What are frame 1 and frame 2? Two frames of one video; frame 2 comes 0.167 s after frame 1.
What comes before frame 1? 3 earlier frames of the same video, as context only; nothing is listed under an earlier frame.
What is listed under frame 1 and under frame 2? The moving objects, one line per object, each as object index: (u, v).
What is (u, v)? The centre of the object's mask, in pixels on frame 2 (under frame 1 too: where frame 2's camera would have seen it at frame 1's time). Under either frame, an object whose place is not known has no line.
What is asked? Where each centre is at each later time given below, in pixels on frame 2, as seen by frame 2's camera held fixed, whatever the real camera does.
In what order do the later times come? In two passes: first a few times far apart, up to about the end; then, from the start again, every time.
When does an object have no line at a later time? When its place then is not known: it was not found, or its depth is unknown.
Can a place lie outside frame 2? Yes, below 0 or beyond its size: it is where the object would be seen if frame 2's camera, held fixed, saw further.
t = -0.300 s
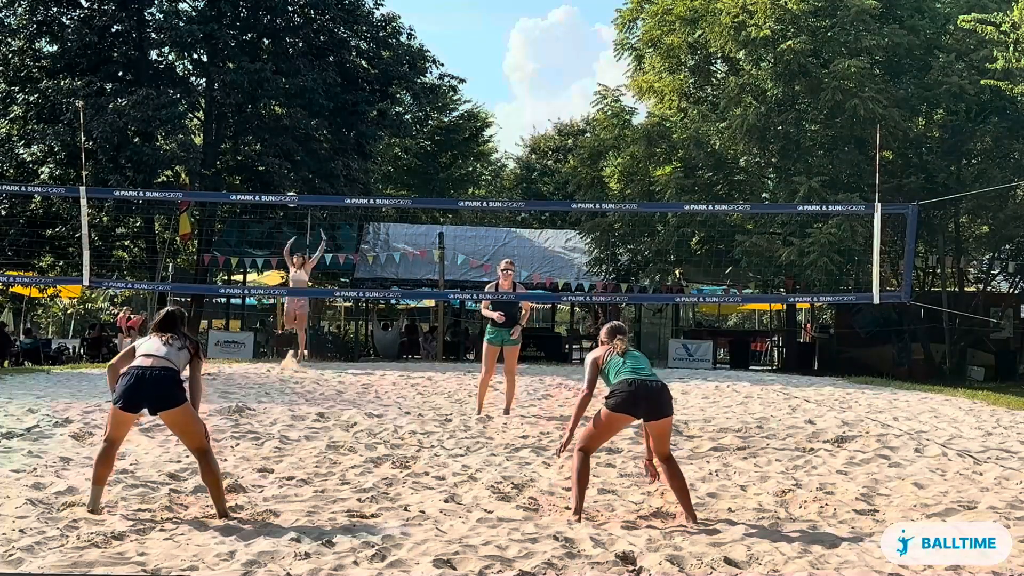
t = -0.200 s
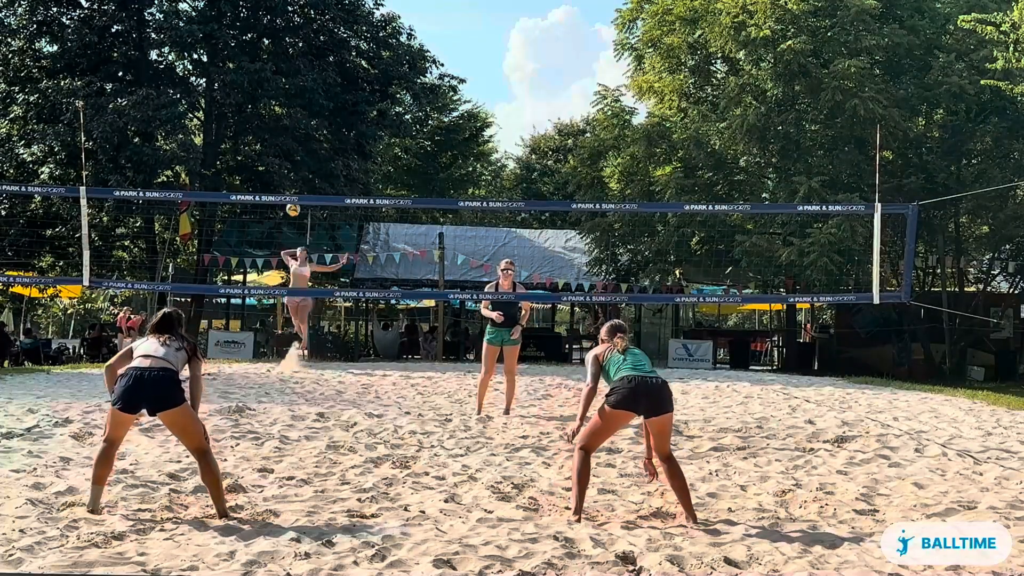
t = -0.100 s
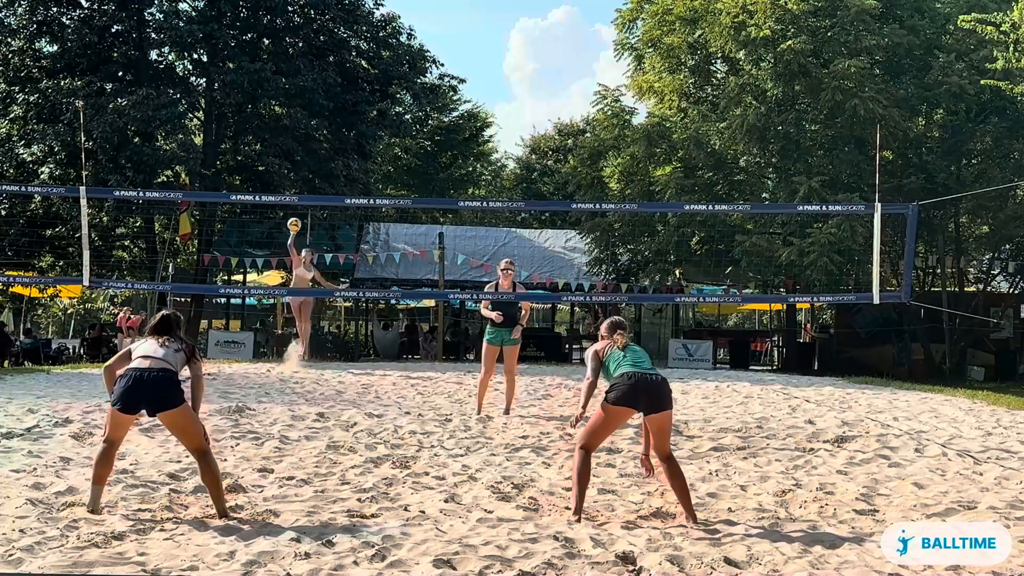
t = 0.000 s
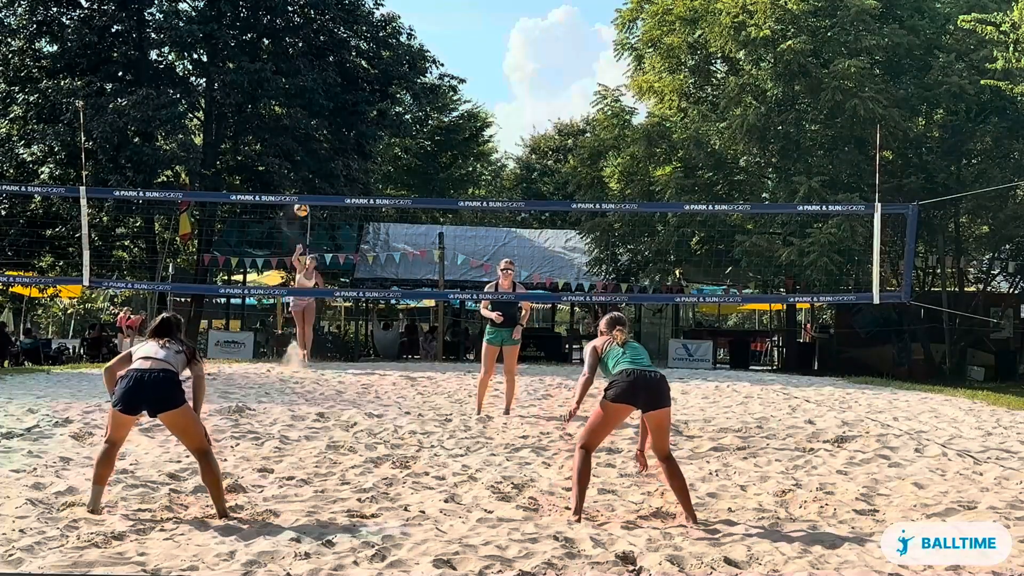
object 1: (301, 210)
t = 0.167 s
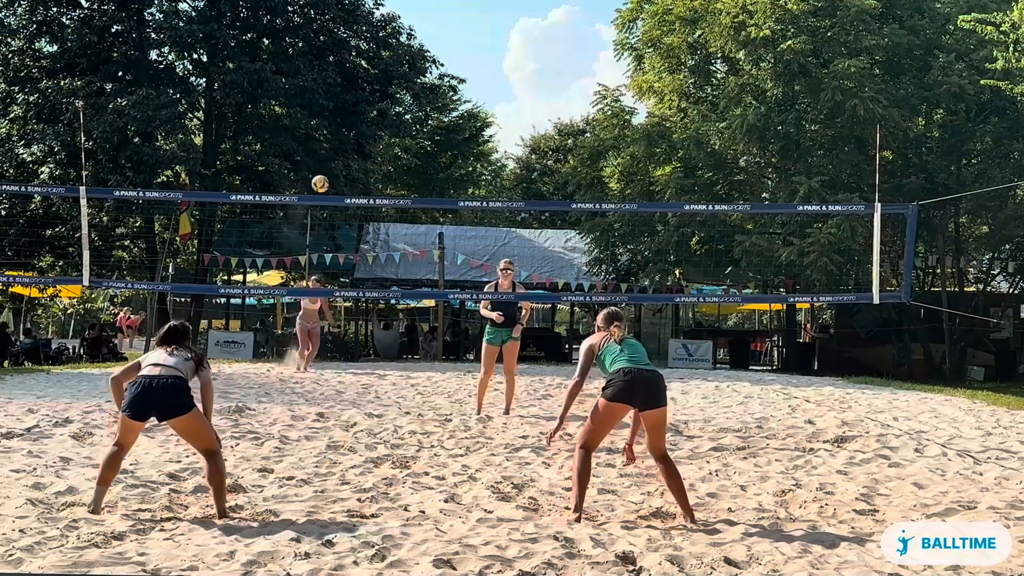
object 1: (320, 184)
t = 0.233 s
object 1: (329, 179)
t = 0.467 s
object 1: (376, 194)
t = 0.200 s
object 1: (324, 181)
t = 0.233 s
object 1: (329, 179)
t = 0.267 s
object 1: (334, 178)
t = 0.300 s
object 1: (340, 178)
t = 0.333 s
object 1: (346, 178)
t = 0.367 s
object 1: (352, 180)
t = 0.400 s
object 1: (359, 183)
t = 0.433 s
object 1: (367, 188)
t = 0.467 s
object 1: (376, 194)
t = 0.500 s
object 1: (385, 201)
